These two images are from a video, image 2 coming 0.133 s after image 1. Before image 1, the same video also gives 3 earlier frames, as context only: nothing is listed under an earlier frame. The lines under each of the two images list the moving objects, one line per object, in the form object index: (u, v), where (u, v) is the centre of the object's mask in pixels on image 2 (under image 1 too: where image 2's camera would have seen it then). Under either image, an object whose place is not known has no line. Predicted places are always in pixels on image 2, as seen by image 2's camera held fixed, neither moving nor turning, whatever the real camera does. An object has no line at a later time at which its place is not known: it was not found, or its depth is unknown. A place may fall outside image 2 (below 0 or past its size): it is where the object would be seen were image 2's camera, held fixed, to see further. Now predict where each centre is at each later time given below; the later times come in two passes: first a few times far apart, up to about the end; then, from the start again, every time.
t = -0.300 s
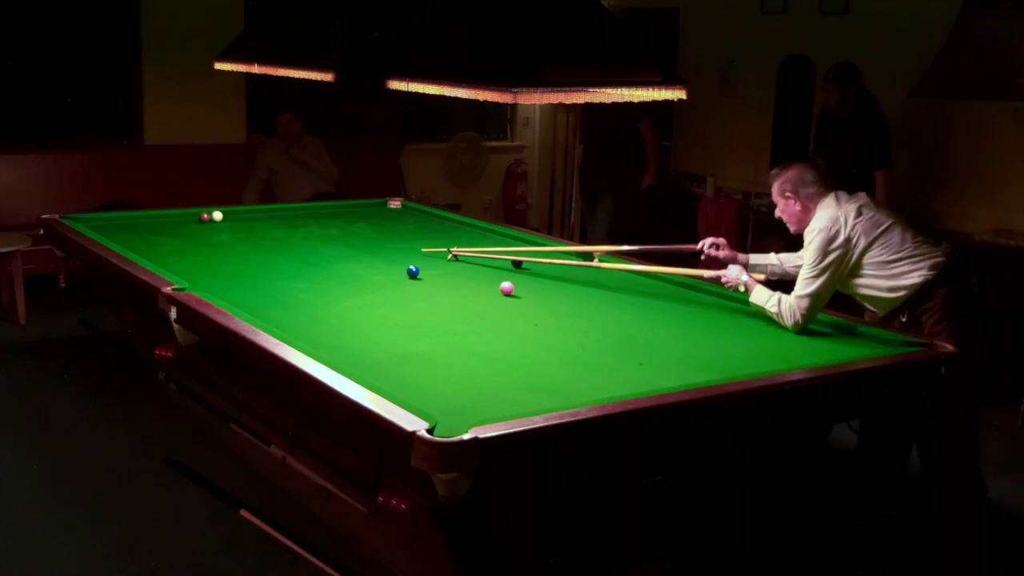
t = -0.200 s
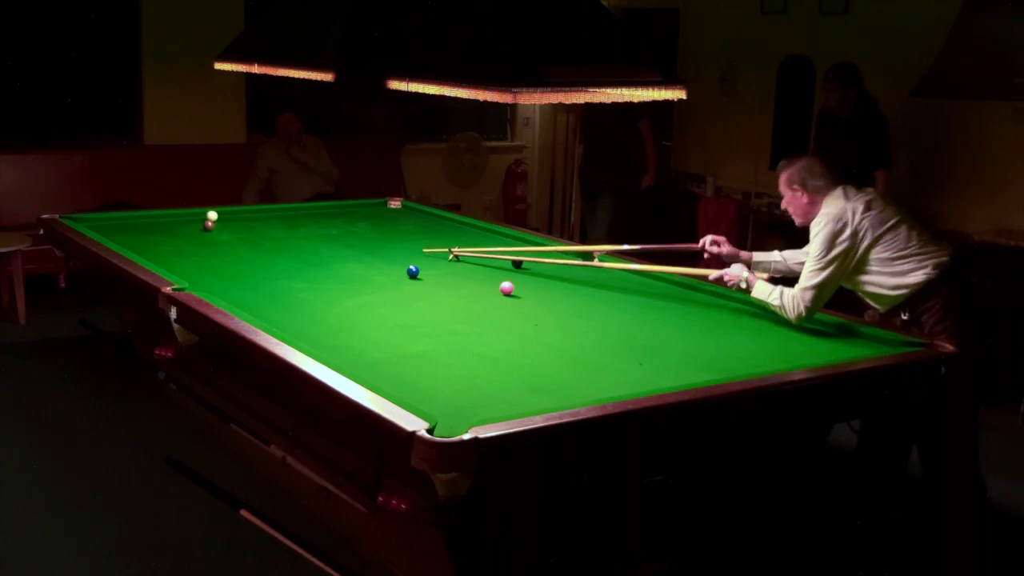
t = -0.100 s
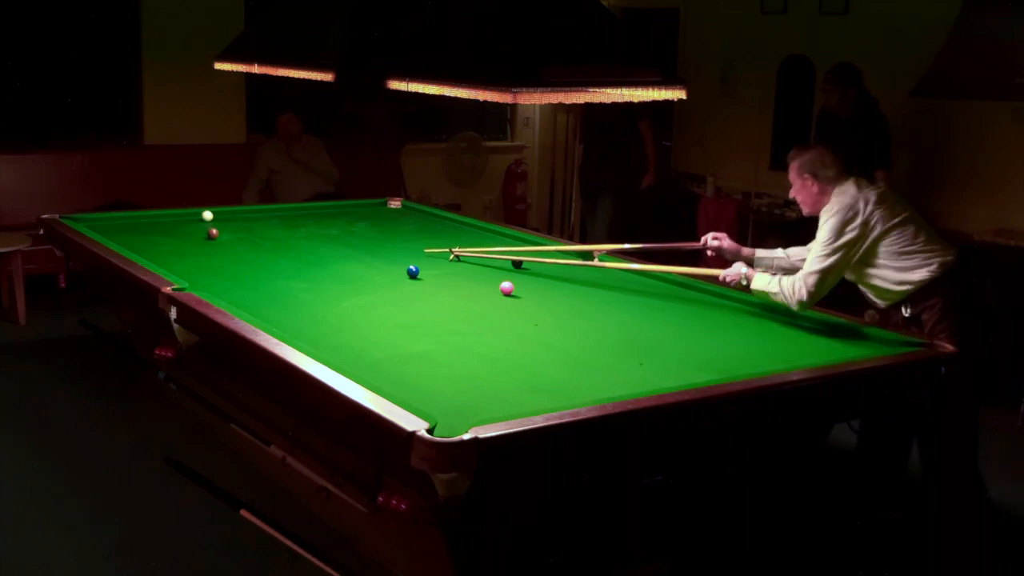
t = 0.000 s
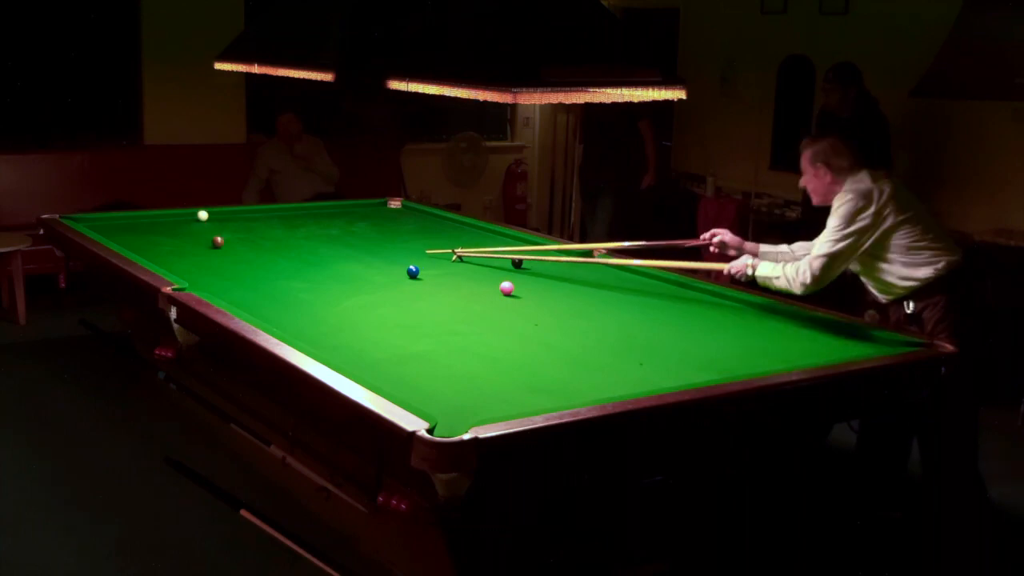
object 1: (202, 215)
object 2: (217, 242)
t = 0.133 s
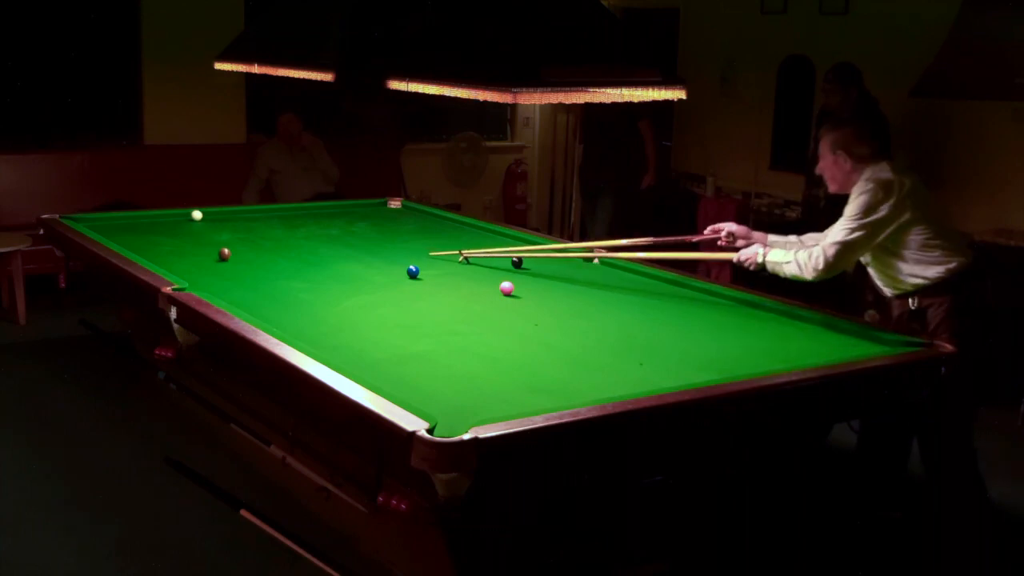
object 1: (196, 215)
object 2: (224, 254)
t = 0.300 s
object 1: (189, 215)
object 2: (233, 271)
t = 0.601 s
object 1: (178, 215)
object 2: (254, 308)
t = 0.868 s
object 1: (169, 215)
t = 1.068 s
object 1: (166, 215)
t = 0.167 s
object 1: (195, 215)
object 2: (226, 257)
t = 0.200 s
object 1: (193, 215)
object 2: (227, 261)
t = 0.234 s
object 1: (192, 215)
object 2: (230, 264)
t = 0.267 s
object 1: (190, 215)
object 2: (231, 268)
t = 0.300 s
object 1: (189, 215)
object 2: (233, 271)
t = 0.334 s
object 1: (188, 215)
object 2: (235, 275)
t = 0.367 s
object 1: (186, 215)
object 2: (237, 278)
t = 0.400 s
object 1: (185, 215)
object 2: (240, 282)
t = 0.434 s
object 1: (184, 215)
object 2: (242, 287)
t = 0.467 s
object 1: (182, 215)
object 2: (244, 291)
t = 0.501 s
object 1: (181, 215)
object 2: (246, 295)
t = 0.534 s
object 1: (180, 215)
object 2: (249, 299)
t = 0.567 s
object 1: (178, 215)
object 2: (251, 304)
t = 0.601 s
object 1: (178, 215)
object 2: (254, 308)
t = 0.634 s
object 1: (176, 215)
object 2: (257, 312)
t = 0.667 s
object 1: (175, 214)
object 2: (260, 315)
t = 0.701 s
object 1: (174, 215)
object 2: (266, 319)
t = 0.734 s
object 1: (173, 215)
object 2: (277, 323)
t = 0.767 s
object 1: (172, 215)
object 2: (288, 328)
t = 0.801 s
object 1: (171, 215)
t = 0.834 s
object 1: (169, 214)
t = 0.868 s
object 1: (169, 215)
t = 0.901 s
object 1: (168, 215)
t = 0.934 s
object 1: (168, 215)
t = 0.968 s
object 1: (167, 215)
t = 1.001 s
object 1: (167, 215)
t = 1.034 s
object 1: (166, 215)
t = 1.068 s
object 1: (166, 215)
